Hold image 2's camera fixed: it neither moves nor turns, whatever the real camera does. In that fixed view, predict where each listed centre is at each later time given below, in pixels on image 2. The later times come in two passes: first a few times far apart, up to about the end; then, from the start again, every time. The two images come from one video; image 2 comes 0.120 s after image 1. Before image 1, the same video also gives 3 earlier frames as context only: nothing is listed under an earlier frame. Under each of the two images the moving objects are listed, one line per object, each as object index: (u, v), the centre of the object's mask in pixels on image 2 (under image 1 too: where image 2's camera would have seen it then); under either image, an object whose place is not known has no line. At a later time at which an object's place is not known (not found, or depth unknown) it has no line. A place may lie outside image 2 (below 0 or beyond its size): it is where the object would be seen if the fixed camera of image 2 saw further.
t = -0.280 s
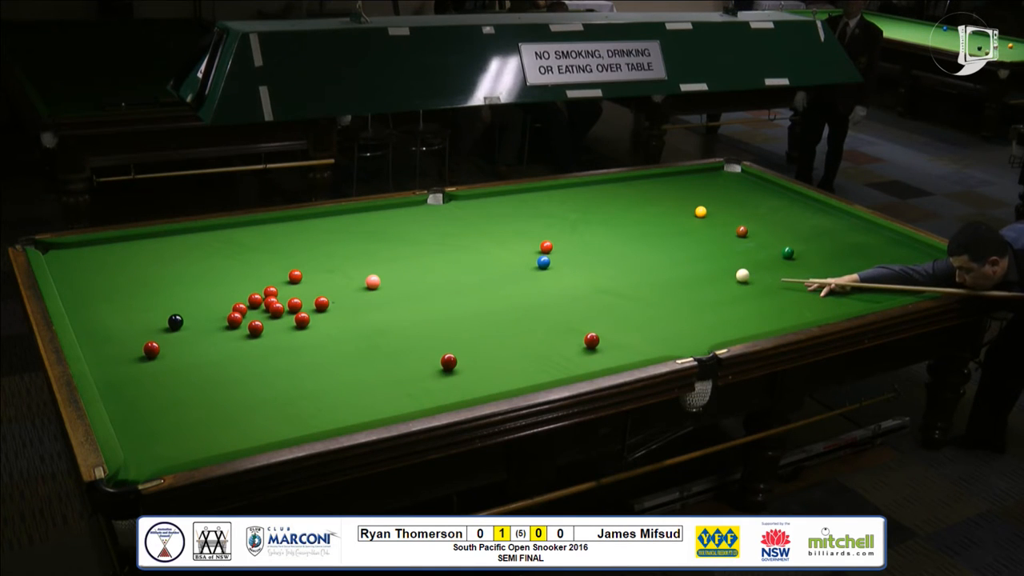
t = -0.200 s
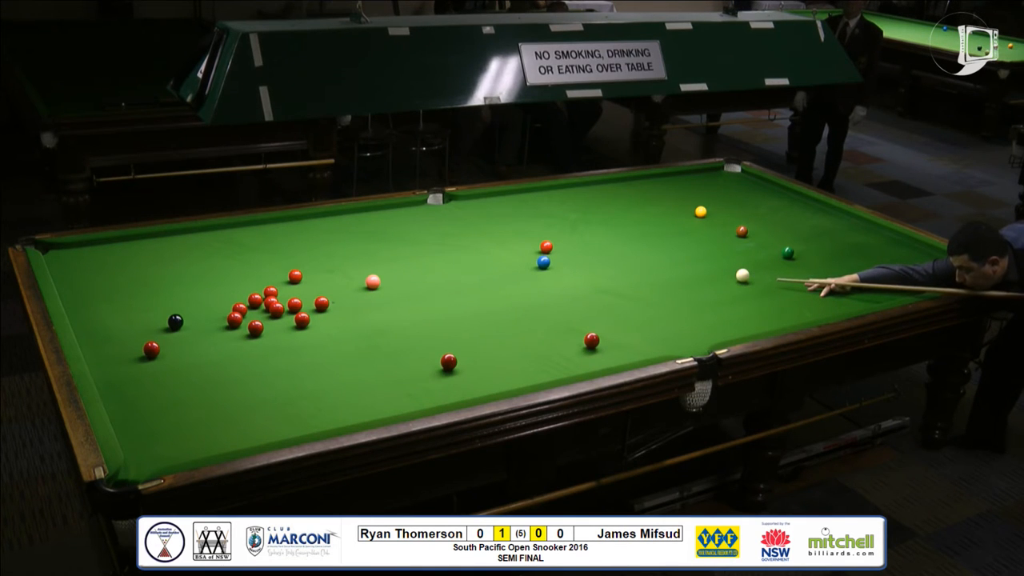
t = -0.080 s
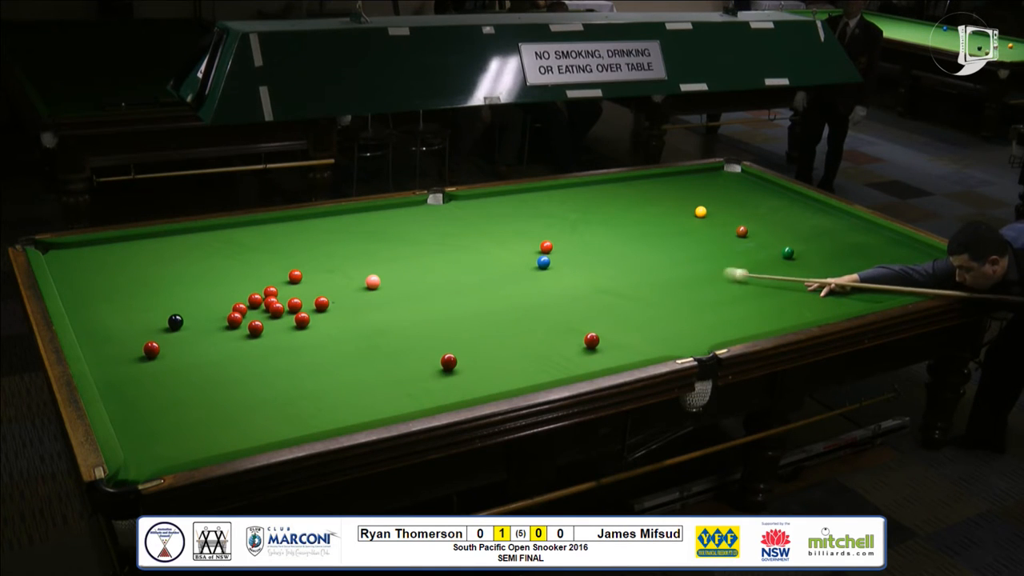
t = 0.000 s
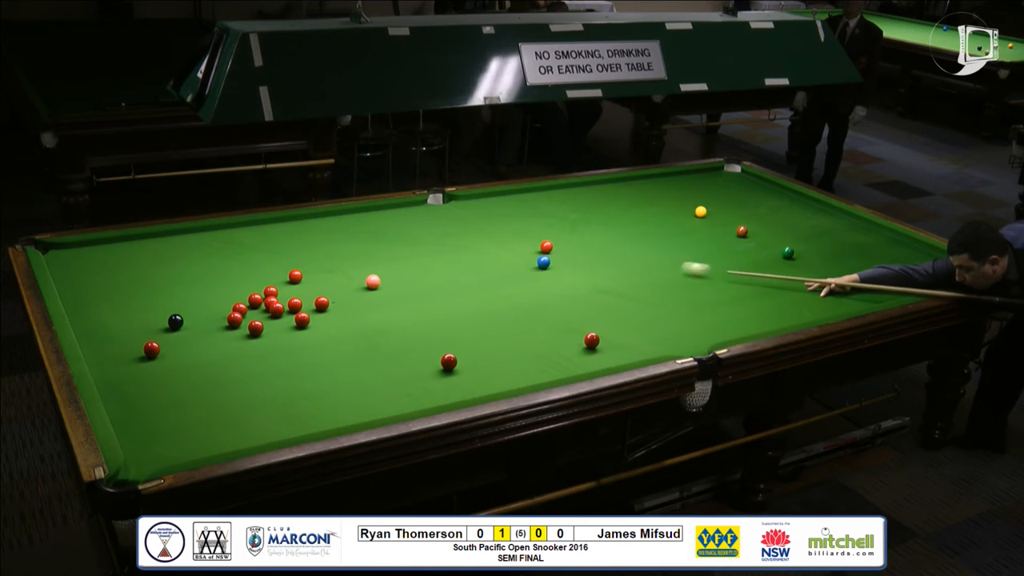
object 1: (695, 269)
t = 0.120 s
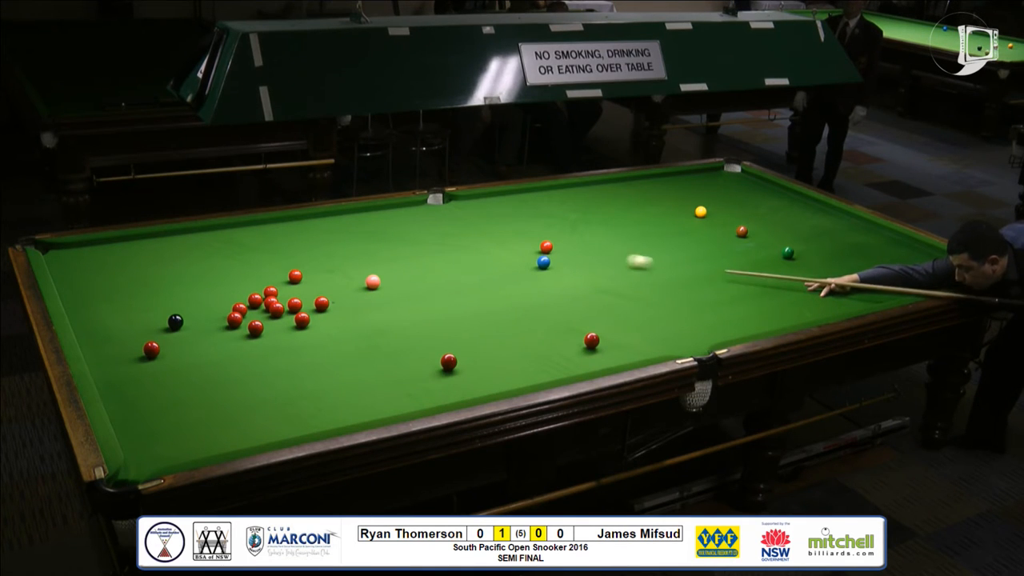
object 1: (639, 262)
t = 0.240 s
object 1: (589, 255)
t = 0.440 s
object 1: (527, 254)
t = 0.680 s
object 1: (462, 259)
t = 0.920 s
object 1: (397, 263)
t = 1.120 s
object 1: (342, 267)
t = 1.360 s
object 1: (277, 271)
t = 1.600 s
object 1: (211, 276)
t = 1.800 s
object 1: (156, 280)
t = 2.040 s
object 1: (91, 285)
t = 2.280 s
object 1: (88, 282)
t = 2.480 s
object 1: (122, 275)
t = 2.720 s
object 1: (161, 267)
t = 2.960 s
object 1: (197, 261)
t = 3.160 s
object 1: (225, 255)
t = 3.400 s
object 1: (256, 249)
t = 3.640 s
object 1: (284, 244)
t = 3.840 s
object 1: (306, 239)
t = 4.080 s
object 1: (330, 235)
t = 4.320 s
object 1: (353, 230)
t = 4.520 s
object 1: (370, 227)
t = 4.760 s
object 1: (389, 224)
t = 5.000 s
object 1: (407, 220)
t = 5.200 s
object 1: (420, 218)
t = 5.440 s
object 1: (434, 215)
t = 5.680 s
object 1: (448, 213)
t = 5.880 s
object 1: (458, 211)
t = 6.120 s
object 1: (469, 209)
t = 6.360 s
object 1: (479, 207)
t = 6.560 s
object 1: (486, 206)
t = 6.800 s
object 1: (493, 204)
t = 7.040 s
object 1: (500, 203)
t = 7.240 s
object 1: (504, 202)
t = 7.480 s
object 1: (508, 201)
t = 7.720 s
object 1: (512, 201)
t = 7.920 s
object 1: (514, 201)
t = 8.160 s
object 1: (515, 201)
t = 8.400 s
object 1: (515, 201)
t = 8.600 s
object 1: (515, 200)
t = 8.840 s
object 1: (515, 200)
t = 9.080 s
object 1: (515, 200)
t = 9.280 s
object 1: (515, 200)
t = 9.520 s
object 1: (515, 200)
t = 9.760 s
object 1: (515, 200)
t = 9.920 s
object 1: (515, 200)
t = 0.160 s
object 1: (622, 259)
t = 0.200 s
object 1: (605, 257)
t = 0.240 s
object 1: (589, 255)
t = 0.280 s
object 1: (573, 253)
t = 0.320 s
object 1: (559, 251)
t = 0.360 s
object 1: (547, 251)
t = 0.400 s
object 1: (537, 252)
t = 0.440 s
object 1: (527, 254)
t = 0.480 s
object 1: (516, 255)
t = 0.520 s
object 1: (505, 255)
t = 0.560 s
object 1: (494, 256)
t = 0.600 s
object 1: (484, 257)
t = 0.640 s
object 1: (473, 257)
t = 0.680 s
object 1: (462, 259)
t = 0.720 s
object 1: (451, 259)
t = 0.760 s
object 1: (441, 260)
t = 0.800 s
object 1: (430, 261)
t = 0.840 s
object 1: (419, 262)
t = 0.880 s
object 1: (408, 262)
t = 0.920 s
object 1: (397, 263)
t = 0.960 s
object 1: (386, 264)
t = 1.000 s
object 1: (376, 264)
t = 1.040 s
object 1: (365, 265)
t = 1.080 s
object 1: (354, 266)
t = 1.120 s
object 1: (342, 267)
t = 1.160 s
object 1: (332, 268)
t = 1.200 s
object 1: (321, 268)
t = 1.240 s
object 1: (311, 269)
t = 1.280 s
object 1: (301, 268)
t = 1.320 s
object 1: (286, 269)
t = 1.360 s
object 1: (277, 271)
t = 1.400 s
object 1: (266, 272)
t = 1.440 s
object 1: (255, 273)
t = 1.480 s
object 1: (244, 274)
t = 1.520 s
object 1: (233, 275)
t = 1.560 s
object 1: (222, 275)
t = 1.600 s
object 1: (211, 276)
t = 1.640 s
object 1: (200, 277)
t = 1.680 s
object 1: (189, 278)
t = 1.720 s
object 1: (178, 279)
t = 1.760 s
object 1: (167, 279)
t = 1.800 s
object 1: (156, 280)
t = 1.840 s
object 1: (146, 281)
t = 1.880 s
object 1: (134, 282)
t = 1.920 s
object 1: (124, 282)
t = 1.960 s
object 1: (113, 283)
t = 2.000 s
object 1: (102, 284)
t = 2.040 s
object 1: (91, 285)
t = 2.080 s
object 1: (80, 286)
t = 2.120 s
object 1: (69, 287)
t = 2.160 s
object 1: (64, 286)
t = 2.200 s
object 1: (72, 285)
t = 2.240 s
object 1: (80, 284)
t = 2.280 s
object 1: (88, 282)
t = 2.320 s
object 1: (95, 281)
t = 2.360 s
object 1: (102, 279)
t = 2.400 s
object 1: (109, 278)
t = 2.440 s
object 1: (116, 276)
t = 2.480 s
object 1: (122, 275)
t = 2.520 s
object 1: (129, 274)
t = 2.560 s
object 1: (135, 273)
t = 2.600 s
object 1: (142, 271)
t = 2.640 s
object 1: (148, 270)
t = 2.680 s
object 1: (154, 269)
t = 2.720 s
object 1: (161, 267)
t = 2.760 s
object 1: (167, 266)
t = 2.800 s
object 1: (173, 265)
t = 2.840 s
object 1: (179, 264)
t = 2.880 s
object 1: (185, 263)
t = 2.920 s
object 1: (191, 262)
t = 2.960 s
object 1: (197, 261)
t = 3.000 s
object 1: (202, 259)
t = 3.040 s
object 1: (208, 258)
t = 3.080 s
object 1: (214, 257)
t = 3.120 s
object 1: (219, 256)
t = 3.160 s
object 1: (225, 255)
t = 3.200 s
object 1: (230, 254)
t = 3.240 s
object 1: (235, 253)
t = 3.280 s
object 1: (240, 252)
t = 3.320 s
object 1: (245, 251)
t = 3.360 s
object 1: (250, 250)
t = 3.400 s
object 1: (256, 249)
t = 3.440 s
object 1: (260, 248)
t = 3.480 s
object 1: (265, 247)
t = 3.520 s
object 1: (270, 246)
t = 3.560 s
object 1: (274, 245)
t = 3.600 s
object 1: (280, 244)
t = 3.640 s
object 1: (284, 244)
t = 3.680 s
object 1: (288, 243)
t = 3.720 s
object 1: (293, 242)
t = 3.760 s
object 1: (297, 241)
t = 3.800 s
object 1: (302, 240)
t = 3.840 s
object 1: (306, 239)
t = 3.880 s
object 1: (310, 239)
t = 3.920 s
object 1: (314, 238)
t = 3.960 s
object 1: (318, 237)
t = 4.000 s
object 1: (322, 236)
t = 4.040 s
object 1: (326, 235)
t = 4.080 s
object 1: (330, 235)
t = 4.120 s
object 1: (334, 234)
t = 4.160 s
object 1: (338, 233)
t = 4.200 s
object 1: (342, 233)
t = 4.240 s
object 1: (346, 232)
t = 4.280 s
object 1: (349, 231)
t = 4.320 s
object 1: (353, 230)
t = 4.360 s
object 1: (356, 230)
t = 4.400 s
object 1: (360, 229)
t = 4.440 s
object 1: (363, 228)
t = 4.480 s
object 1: (367, 228)
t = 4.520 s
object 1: (370, 227)
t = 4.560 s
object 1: (374, 227)
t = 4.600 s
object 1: (377, 226)
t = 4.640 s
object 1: (380, 225)
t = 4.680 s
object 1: (383, 225)
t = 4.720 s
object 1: (386, 224)
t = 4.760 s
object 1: (389, 224)
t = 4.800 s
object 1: (392, 223)
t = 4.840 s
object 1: (395, 222)
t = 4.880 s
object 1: (398, 222)
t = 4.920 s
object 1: (401, 221)
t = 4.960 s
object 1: (404, 221)
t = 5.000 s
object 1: (407, 220)
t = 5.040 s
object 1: (410, 220)
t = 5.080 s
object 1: (412, 219)
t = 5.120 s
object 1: (415, 219)
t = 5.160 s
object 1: (418, 218)
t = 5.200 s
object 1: (420, 218)
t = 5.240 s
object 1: (422, 217)
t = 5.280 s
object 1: (425, 217)
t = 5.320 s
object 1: (428, 216)
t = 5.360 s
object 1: (430, 216)
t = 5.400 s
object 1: (432, 215)
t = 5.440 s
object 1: (434, 215)
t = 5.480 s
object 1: (437, 215)
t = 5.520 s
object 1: (439, 214)
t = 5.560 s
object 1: (441, 214)
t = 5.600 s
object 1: (444, 213)
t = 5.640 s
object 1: (445, 213)
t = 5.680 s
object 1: (448, 213)
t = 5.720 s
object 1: (450, 212)
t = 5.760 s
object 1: (452, 212)
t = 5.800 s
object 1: (454, 212)
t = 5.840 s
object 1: (456, 211)
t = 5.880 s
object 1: (458, 211)
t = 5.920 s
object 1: (460, 210)
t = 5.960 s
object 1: (462, 210)
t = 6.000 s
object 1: (464, 210)
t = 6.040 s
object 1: (466, 209)
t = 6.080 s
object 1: (468, 209)
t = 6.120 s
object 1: (469, 209)
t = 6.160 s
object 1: (471, 208)
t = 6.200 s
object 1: (473, 208)
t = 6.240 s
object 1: (474, 208)
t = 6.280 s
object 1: (476, 207)
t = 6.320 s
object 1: (477, 207)
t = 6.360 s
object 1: (479, 207)
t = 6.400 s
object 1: (481, 207)
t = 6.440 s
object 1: (482, 206)
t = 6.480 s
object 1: (483, 206)
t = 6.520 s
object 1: (485, 206)
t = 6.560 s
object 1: (486, 206)
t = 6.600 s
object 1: (487, 205)
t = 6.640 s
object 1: (489, 205)
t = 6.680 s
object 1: (490, 205)
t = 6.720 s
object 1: (491, 205)
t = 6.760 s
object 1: (492, 204)
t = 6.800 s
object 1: (493, 204)
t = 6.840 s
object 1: (494, 204)
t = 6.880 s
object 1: (496, 204)
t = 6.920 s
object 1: (497, 204)
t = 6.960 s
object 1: (498, 203)
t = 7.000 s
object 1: (499, 203)
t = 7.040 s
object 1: (500, 203)
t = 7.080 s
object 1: (501, 203)
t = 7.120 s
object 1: (502, 203)
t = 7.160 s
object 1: (502, 202)
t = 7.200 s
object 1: (503, 202)
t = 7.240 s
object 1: (504, 202)
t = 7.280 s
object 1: (505, 202)
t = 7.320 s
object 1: (506, 202)
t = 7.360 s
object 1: (506, 202)
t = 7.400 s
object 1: (507, 202)
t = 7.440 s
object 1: (508, 202)
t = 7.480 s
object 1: (508, 201)
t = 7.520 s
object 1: (509, 201)
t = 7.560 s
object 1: (510, 201)
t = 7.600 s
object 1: (510, 201)
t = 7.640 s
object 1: (511, 201)
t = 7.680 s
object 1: (512, 201)
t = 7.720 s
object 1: (512, 201)
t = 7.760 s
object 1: (512, 201)
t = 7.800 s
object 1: (513, 201)
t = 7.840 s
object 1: (513, 201)
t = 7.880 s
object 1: (514, 201)
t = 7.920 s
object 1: (514, 201)
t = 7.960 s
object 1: (514, 201)
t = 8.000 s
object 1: (514, 201)
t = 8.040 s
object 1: (515, 201)
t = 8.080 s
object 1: (515, 201)
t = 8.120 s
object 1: (515, 201)
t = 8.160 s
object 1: (515, 201)
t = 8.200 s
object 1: (515, 201)
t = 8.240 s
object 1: (515, 201)
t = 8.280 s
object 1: (515, 201)
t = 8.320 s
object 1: (515, 201)
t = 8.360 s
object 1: (515, 201)
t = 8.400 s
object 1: (515, 201)
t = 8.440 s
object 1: (515, 201)
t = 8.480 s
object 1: (515, 200)
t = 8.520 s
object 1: (515, 200)
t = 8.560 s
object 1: (515, 200)
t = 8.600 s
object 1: (515, 200)
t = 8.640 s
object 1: (515, 200)
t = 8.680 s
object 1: (515, 200)
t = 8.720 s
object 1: (515, 200)
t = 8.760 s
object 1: (515, 200)
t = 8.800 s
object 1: (515, 200)
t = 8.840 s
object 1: (515, 200)
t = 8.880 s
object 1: (515, 200)
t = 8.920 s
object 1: (515, 200)
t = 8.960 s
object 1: (515, 200)
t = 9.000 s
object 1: (515, 200)
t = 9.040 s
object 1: (515, 200)
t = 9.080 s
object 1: (515, 200)
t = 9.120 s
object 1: (515, 200)
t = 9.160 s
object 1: (515, 200)
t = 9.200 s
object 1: (515, 200)
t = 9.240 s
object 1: (515, 200)
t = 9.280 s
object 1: (515, 200)
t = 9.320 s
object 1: (515, 200)
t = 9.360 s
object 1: (515, 200)
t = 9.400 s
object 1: (515, 200)
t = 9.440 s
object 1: (515, 200)
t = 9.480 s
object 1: (515, 200)
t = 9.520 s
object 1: (515, 200)
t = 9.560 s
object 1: (515, 200)
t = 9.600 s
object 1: (515, 200)
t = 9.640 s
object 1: (515, 200)
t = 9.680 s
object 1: (515, 200)
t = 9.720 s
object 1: (515, 200)
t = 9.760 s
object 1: (515, 200)
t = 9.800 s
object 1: (515, 200)
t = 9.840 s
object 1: (515, 200)
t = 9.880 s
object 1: (515, 200)
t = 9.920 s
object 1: (515, 200)
